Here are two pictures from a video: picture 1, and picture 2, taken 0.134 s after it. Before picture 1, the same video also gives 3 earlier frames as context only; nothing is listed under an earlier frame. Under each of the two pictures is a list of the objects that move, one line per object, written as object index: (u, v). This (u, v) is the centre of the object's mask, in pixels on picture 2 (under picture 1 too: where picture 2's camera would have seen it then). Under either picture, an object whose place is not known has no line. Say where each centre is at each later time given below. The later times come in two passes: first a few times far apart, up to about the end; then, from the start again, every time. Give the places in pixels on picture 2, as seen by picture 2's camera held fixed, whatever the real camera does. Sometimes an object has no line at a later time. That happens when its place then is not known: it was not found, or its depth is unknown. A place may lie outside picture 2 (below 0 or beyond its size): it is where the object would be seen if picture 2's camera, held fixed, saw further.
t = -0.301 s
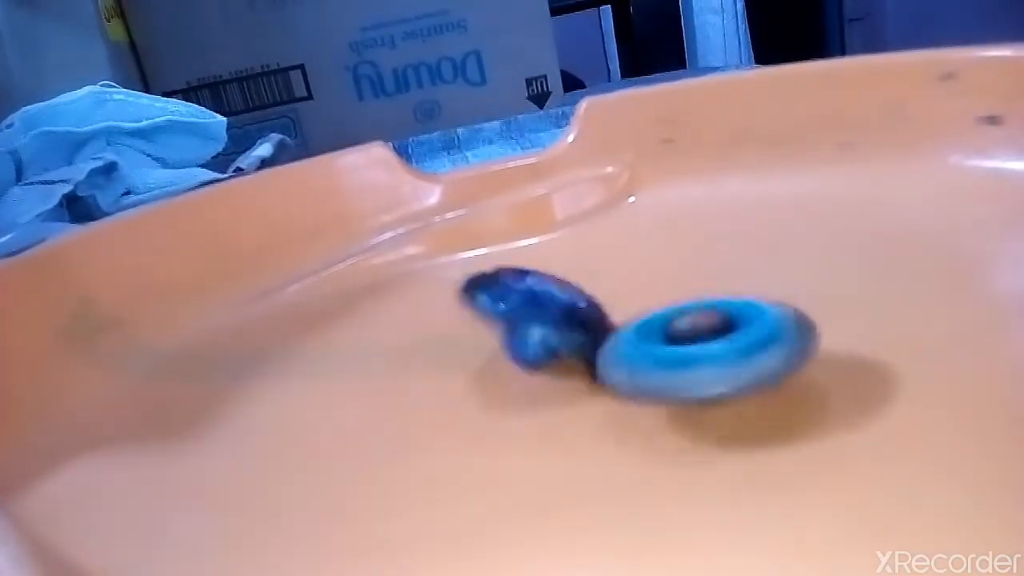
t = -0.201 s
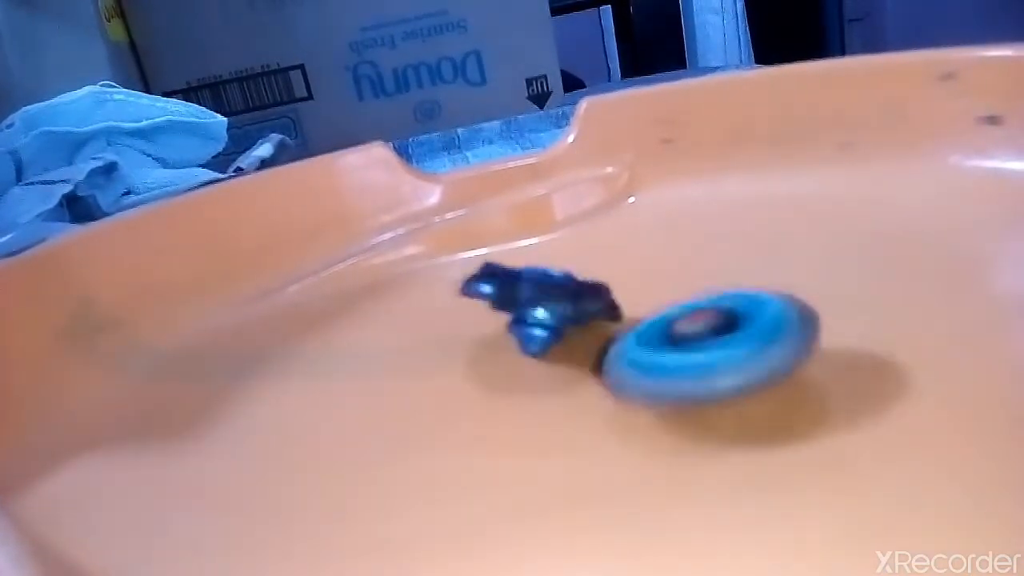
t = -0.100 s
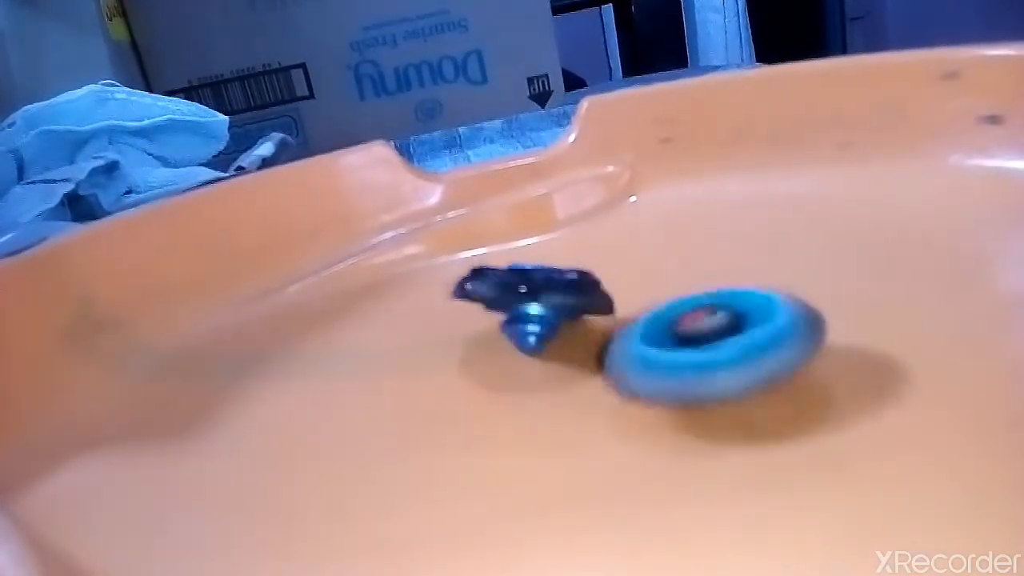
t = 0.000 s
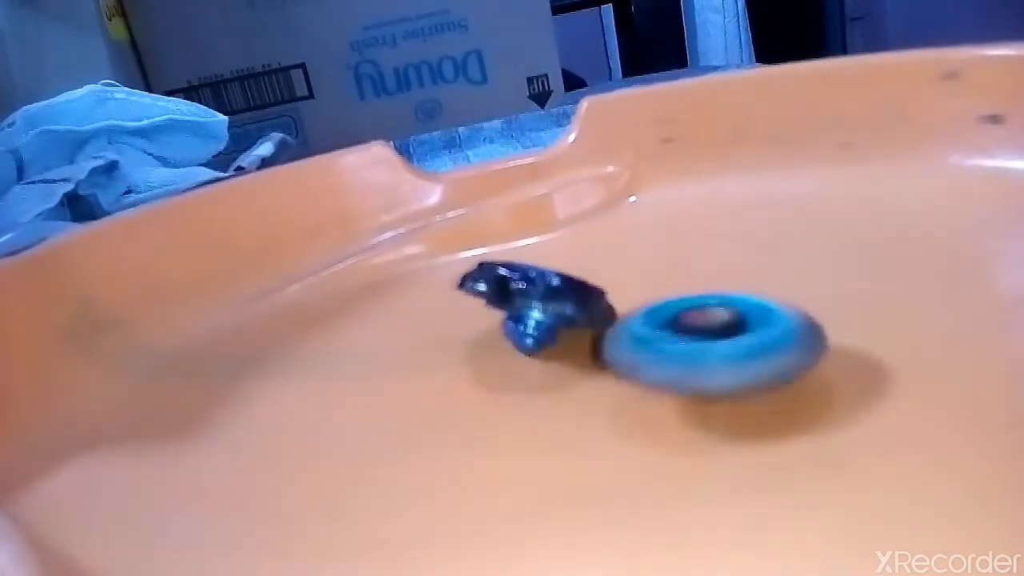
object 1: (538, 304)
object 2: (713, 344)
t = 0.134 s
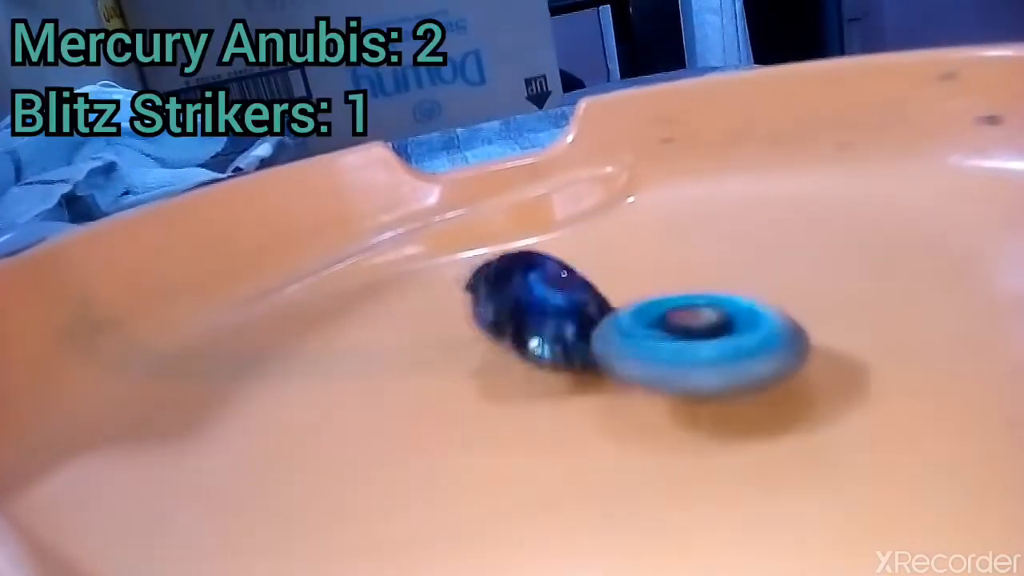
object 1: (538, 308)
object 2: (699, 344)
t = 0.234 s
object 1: (520, 326)
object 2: (692, 343)
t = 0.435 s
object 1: (499, 326)
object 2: (679, 343)
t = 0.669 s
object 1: (511, 328)
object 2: (688, 343)
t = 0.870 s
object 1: (537, 313)
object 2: (692, 343)
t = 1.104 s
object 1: (535, 313)
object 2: (694, 349)
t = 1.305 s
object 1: (515, 326)
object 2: (676, 348)
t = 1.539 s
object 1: (519, 324)
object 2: (684, 352)
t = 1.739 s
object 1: (537, 313)
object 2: (688, 351)
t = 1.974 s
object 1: (526, 324)
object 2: (689, 347)
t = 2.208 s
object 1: (520, 323)
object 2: (686, 353)
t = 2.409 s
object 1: (532, 315)
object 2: (686, 355)
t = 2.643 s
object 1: (523, 324)
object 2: (678, 348)
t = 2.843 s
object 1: (524, 325)
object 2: (686, 345)
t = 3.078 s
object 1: (530, 313)
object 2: (690, 346)
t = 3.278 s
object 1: (522, 325)
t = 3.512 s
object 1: (520, 326)
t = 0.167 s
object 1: (534, 315)
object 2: (692, 344)
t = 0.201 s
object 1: (527, 321)
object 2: (688, 344)
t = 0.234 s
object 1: (520, 326)
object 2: (692, 343)
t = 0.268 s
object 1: (514, 327)
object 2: (690, 344)
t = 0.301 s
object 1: (510, 328)
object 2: (684, 344)
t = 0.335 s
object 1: (505, 328)
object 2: (680, 342)
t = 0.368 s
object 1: (502, 327)
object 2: (685, 342)
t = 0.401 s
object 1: (500, 326)
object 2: (683, 344)
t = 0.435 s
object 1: (499, 326)
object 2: (679, 343)
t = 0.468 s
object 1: (499, 326)
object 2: (676, 340)
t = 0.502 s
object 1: (499, 326)
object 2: (682, 340)
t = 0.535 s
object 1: (500, 327)
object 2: (681, 343)
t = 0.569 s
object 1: (503, 327)
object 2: (677, 341)
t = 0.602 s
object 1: (505, 328)
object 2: (679, 339)
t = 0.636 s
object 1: (508, 328)
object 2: (687, 340)
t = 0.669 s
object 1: (511, 328)
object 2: (688, 343)
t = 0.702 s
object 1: (515, 328)
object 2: (684, 342)
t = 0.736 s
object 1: (518, 326)
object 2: (685, 340)
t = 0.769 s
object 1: (523, 324)
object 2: (694, 341)
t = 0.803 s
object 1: (528, 320)
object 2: (697, 346)
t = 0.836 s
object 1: (534, 317)
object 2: (693, 346)
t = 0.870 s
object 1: (537, 313)
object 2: (692, 343)
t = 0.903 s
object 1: (538, 310)
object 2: (698, 343)
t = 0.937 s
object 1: (539, 309)
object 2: (703, 346)
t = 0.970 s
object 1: (540, 310)
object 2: (698, 348)
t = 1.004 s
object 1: (542, 310)
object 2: (692, 347)
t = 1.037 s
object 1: (539, 309)
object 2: (692, 346)
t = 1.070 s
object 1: (537, 310)
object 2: (698, 346)
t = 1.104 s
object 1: (535, 313)
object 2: (694, 349)
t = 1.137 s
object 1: (532, 317)
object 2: (687, 349)
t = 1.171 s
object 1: (527, 320)
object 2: (683, 349)
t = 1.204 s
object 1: (524, 324)
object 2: (690, 348)
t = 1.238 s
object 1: (520, 326)
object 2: (689, 349)
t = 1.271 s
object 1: (517, 326)
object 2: (682, 350)
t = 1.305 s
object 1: (515, 326)
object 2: (676, 348)
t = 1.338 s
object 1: (514, 328)
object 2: (681, 347)
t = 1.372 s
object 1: (514, 328)
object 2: (684, 349)
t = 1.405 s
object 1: (512, 327)
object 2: (677, 351)
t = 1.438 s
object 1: (512, 326)
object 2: (671, 348)
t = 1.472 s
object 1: (513, 325)
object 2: (674, 346)
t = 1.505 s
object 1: (517, 325)
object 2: (683, 348)
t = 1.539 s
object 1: (519, 324)
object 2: (684, 352)
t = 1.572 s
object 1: (523, 321)
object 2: (681, 352)
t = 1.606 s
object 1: (528, 318)
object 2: (676, 347)
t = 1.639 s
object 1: (530, 315)
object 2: (685, 343)
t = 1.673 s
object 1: (532, 313)
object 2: (694, 346)
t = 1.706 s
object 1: (534, 312)
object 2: (694, 350)
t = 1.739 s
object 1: (537, 313)
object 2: (688, 351)
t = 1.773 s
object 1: (538, 313)
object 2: (684, 348)
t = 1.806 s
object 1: (536, 312)
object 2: (690, 346)
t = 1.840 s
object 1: (534, 313)
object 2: (697, 346)
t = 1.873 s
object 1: (532, 315)
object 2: (693, 349)
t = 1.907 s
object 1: (531, 317)
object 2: (685, 350)
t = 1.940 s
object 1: (528, 319)
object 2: (680, 348)
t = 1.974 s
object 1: (526, 324)
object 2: (689, 347)
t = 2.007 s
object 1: (523, 326)
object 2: (694, 349)
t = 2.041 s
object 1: (518, 326)
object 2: (686, 351)
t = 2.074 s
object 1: (515, 325)
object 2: (678, 350)
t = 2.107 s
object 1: (516, 325)
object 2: (674, 347)
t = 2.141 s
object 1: (519, 327)
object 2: (685, 346)
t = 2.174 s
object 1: (520, 326)
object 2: (691, 351)
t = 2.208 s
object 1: (520, 323)
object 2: (686, 353)
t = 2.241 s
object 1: (523, 320)
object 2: (680, 351)
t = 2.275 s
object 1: (526, 318)
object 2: (678, 345)
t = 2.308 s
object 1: (528, 317)
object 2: (686, 343)
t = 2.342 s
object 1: (529, 315)
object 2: (694, 349)
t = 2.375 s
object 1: (530, 314)
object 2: (692, 354)
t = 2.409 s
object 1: (532, 315)
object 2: (686, 355)
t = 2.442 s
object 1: (535, 317)
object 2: (679, 351)
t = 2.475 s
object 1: (532, 318)
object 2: (684, 346)
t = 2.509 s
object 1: (529, 320)
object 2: (693, 346)
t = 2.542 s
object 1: (526, 322)
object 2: (696, 348)
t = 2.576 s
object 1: (524, 323)
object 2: (689, 351)
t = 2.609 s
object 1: (524, 324)
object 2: (680, 350)
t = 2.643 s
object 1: (523, 324)
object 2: (678, 348)
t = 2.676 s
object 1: (525, 326)
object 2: (696, 345)
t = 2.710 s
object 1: (522, 327)
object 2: (695, 347)
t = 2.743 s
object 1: (520, 326)
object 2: (690, 350)
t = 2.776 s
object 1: (518, 324)
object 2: (680, 349)
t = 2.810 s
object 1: (520, 323)
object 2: (678, 346)
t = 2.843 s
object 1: (524, 325)
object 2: (686, 345)
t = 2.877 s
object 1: (526, 324)
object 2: (692, 348)
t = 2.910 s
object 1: (525, 321)
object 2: (690, 355)
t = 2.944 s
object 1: (525, 318)
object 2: (685, 355)
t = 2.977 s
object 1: (527, 316)
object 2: (677, 352)
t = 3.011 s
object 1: (531, 315)
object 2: (679, 345)
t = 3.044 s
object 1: (531, 314)
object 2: (686, 344)
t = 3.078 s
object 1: (530, 313)
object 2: (690, 346)
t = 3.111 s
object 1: (530, 313)
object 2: (690, 352)
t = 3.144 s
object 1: (532, 315)
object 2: (684, 354)
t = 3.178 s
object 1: (534, 318)
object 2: (675, 353)
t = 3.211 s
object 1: (531, 319)
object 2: (674, 349)
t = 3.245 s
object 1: (525, 321)
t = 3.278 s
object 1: (522, 325)
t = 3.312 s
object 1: (519, 327)
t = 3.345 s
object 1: (516, 327)
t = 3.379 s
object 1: (514, 327)
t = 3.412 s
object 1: (515, 325)
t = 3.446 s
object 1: (517, 327)
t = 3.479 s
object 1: (519, 329)
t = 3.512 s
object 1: (520, 326)
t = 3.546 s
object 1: (520, 322)
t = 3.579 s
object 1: (521, 317)
